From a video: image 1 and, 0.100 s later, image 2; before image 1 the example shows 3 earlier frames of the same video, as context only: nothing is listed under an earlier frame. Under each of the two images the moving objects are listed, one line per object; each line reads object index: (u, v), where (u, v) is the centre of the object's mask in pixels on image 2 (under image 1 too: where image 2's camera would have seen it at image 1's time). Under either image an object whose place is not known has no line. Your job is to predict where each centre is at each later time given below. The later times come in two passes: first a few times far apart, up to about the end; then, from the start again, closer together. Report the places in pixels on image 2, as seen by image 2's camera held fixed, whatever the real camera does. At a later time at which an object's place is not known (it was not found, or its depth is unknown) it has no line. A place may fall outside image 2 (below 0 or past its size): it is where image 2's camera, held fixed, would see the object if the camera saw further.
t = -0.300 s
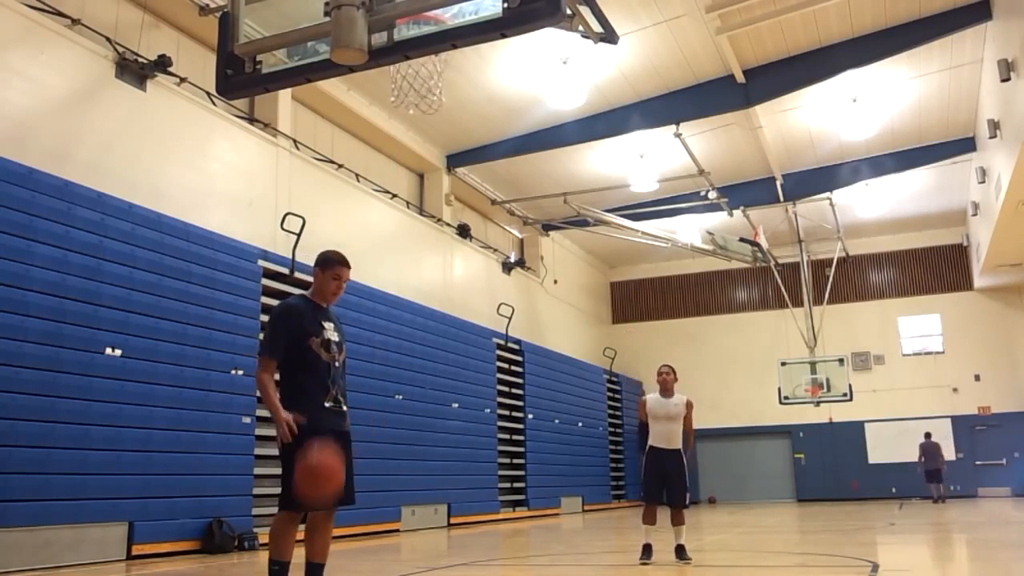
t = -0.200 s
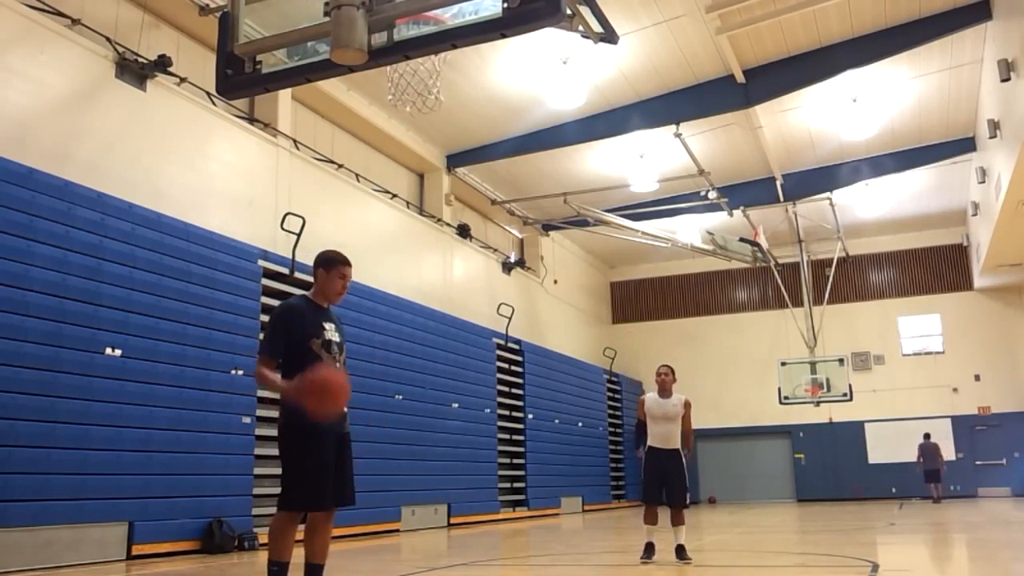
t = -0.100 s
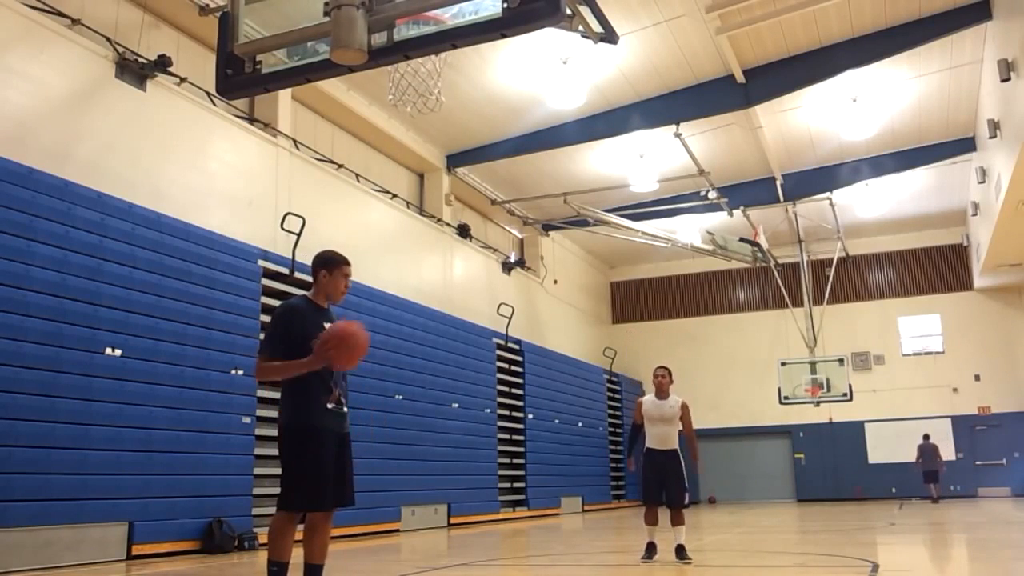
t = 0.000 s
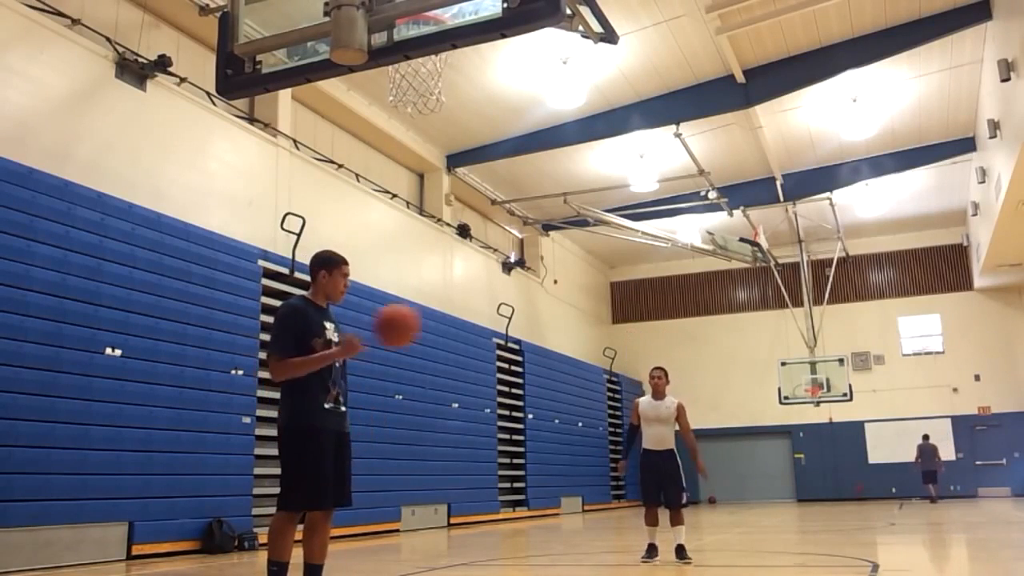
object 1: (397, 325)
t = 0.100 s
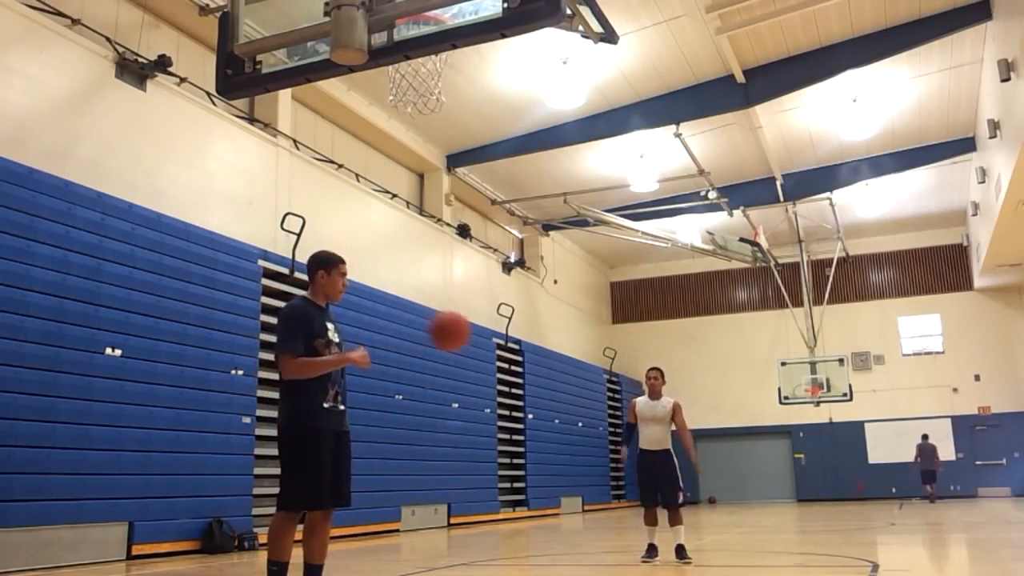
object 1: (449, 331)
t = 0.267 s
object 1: (522, 370)
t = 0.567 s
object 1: (619, 512)
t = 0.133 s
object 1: (465, 336)
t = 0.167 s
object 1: (479, 342)
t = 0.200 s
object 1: (493, 350)
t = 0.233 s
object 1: (507, 359)
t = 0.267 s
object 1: (522, 370)
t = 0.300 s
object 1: (534, 382)
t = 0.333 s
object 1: (545, 394)
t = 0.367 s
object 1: (556, 408)
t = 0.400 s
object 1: (568, 423)
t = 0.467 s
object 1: (589, 456)
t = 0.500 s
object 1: (600, 474)
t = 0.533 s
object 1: (610, 492)
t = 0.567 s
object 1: (619, 512)
